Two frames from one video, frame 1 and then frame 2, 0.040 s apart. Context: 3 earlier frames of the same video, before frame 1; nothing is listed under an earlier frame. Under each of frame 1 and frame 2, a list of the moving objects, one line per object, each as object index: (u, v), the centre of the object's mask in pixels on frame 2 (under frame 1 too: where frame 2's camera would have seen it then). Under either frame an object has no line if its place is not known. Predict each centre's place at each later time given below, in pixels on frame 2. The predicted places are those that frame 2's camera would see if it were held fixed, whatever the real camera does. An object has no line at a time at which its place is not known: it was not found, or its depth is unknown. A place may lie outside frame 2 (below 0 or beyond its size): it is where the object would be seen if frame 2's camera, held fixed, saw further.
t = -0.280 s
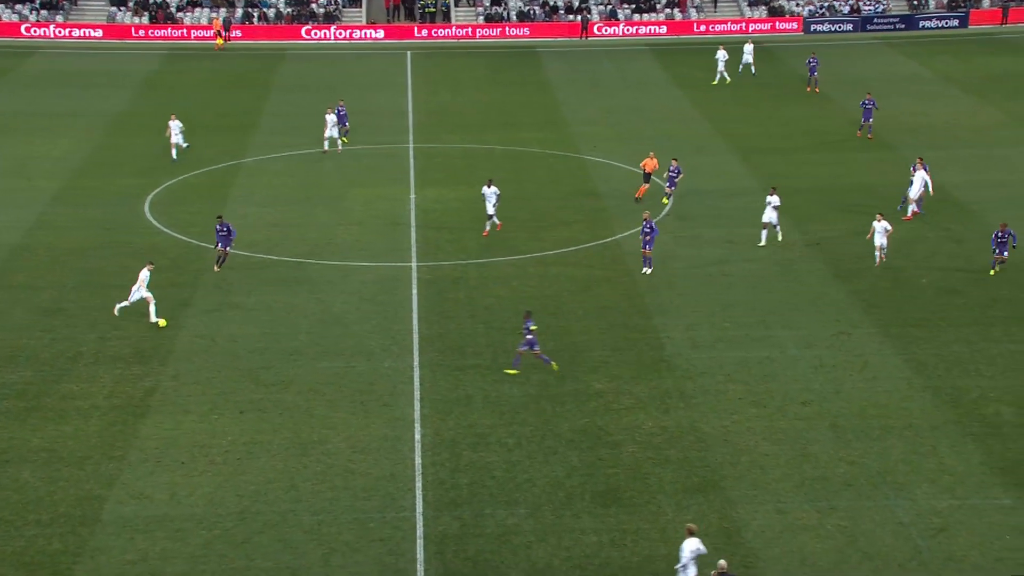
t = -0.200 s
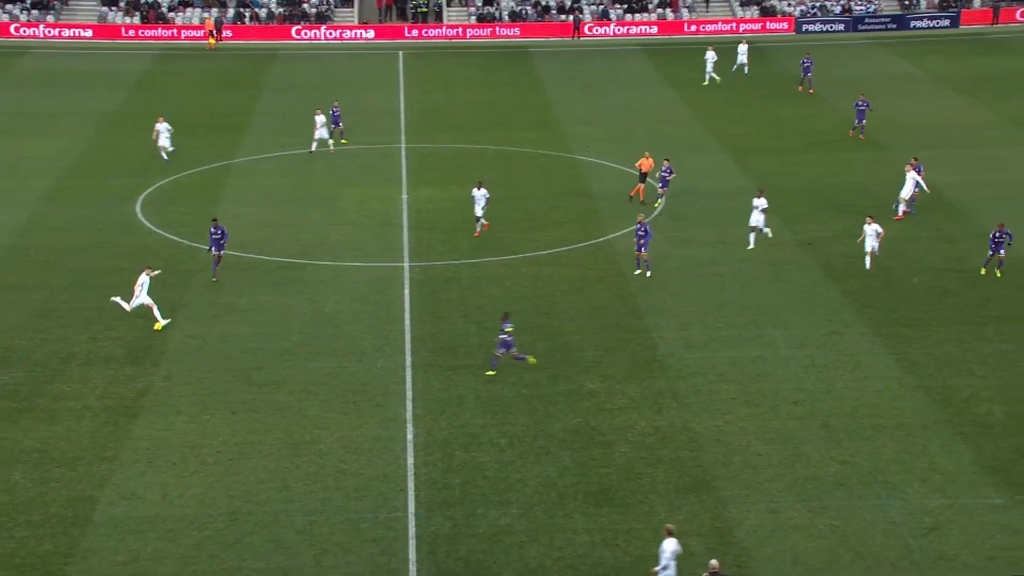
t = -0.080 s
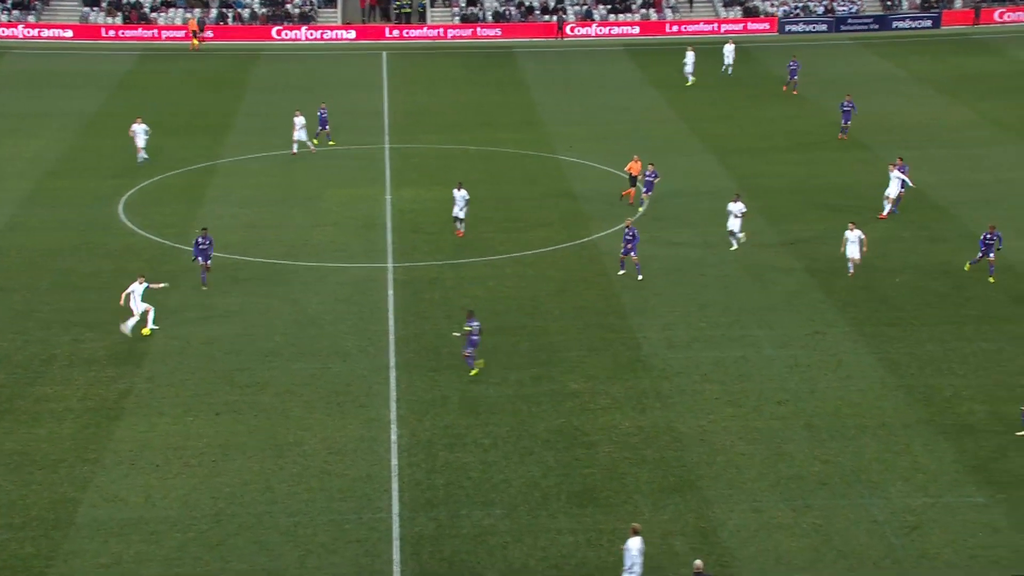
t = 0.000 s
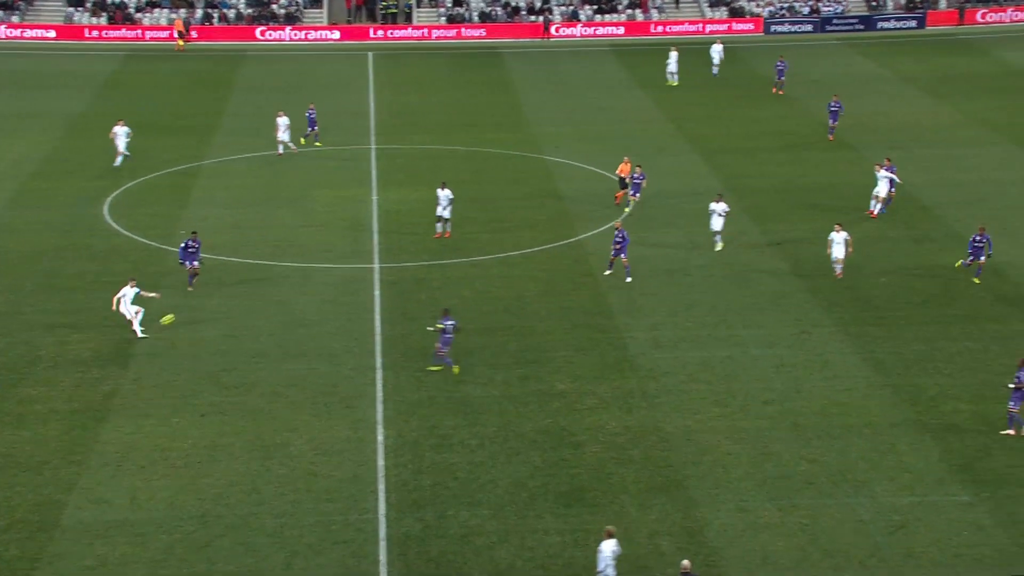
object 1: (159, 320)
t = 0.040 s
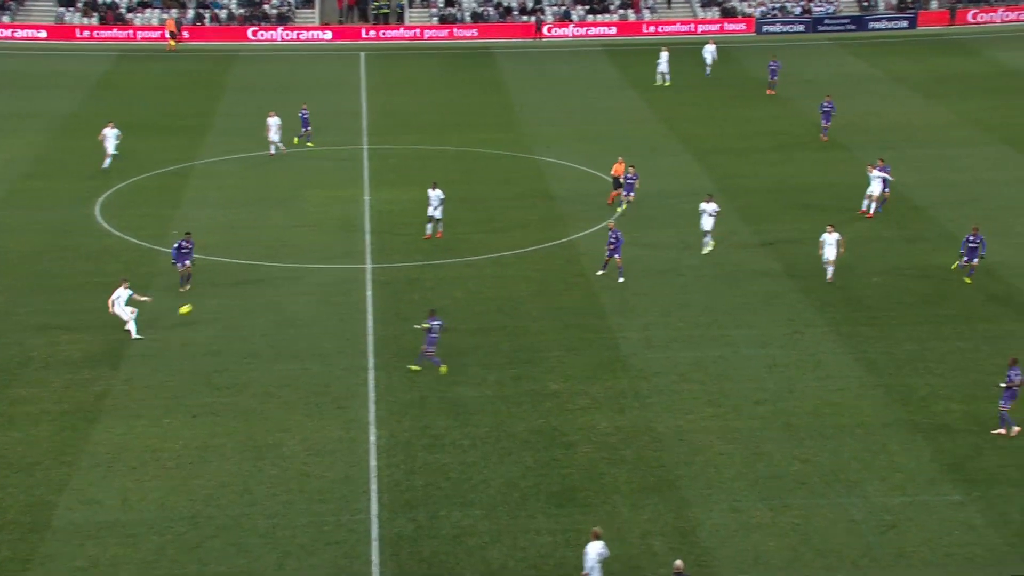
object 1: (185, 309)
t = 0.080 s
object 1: (210, 299)
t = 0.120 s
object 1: (234, 290)
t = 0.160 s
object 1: (258, 280)
